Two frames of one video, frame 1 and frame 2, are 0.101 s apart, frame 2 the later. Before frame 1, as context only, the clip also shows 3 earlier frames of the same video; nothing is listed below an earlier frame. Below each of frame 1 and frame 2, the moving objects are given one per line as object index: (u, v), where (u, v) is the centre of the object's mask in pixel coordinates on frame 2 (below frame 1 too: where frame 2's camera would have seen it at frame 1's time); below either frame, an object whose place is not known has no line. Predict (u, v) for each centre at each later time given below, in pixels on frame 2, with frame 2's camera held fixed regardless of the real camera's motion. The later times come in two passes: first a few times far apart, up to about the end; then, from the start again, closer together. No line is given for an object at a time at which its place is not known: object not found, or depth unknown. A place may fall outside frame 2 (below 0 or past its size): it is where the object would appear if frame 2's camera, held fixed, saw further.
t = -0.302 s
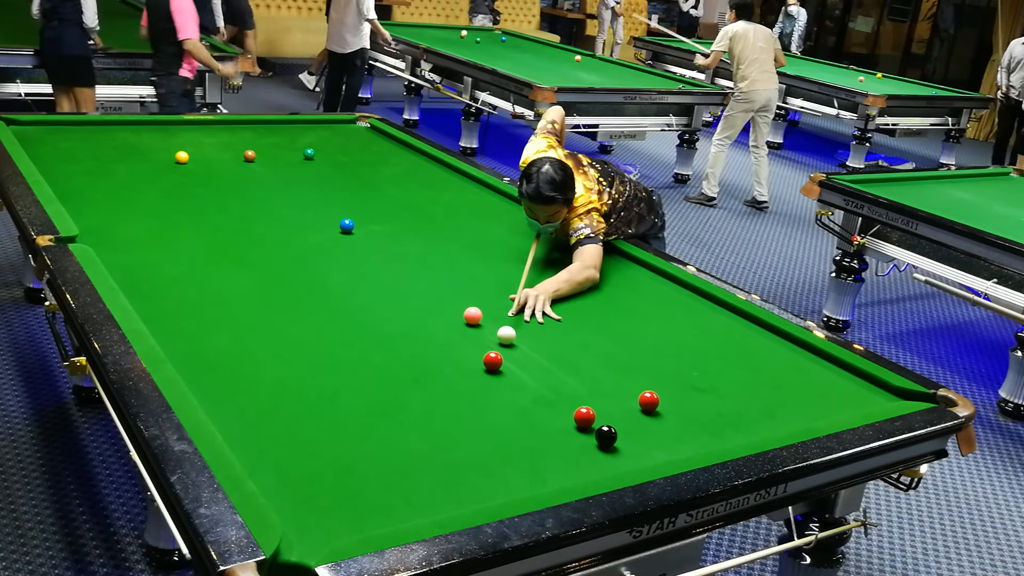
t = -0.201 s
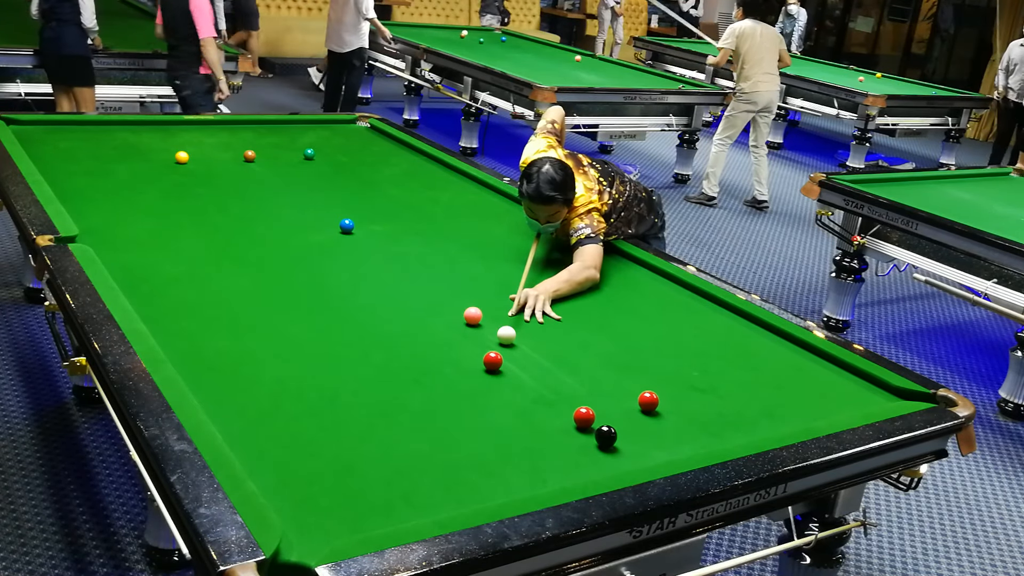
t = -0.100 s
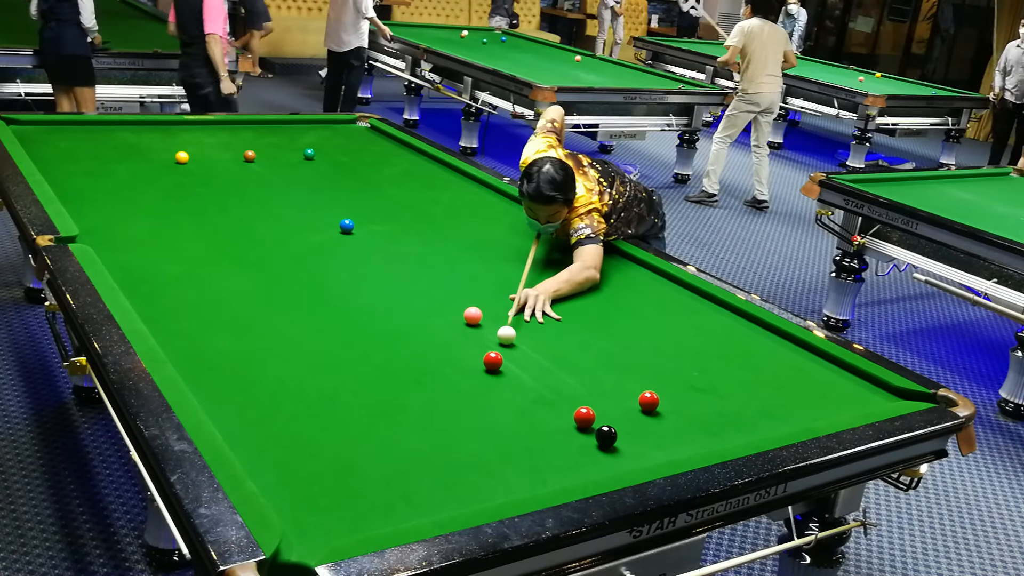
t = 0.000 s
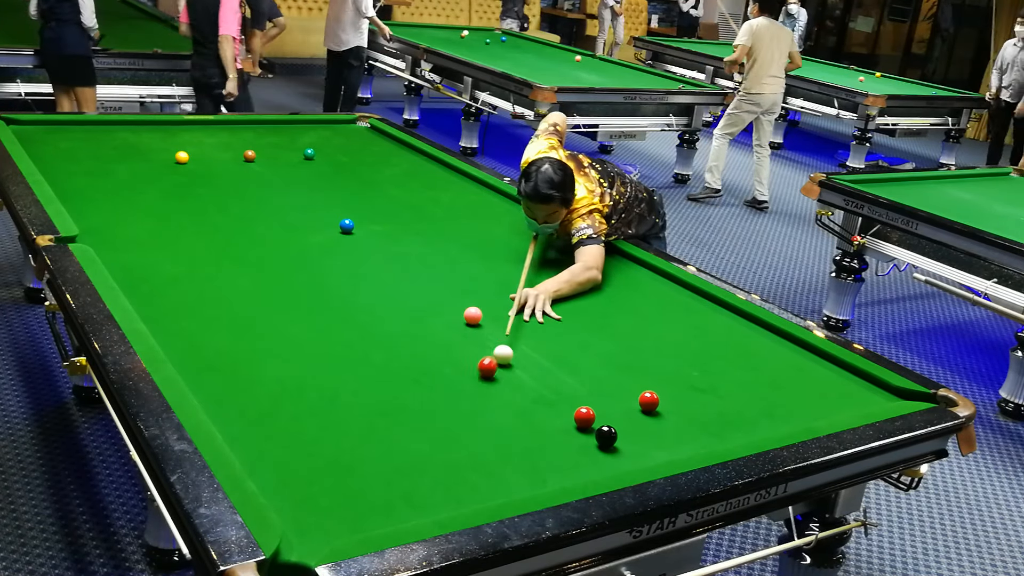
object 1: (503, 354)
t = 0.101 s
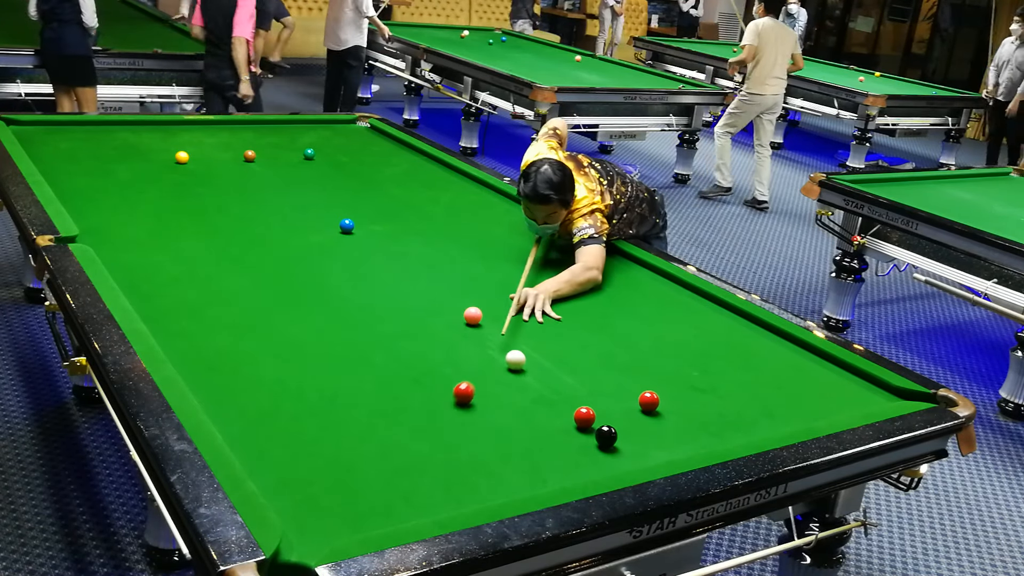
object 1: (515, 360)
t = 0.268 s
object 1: (530, 375)
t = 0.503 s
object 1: (551, 400)
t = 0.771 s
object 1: (563, 426)
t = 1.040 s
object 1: (565, 452)
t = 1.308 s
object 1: (566, 475)
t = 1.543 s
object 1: (543, 472)
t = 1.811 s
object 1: (516, 463)
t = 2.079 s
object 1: (492, 455)
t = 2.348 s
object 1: (473, 449)
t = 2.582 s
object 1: (459, 444)
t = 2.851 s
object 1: (447, 440)
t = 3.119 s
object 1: (438, 438)
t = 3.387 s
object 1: (433, 437)
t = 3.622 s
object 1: (431, 437)
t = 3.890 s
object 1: (431, 437)
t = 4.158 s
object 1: (431, 437)
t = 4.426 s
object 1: (431, 437)
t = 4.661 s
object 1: (431, 436)
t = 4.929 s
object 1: (431, 437)
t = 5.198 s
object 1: (431, 436)
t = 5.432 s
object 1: (431, 437)
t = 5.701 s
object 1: (431, 437)
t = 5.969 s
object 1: (431, 437)
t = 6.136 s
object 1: (430, 436)
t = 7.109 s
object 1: (433, 432)
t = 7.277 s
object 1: (431, 437)
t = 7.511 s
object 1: (431, 436)
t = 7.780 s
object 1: (431, 437)
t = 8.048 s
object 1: (431, 437)
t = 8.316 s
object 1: (431, 437)
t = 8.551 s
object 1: (431, 437)
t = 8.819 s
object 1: (431, 437)
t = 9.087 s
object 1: (431, 437)
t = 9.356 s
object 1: (431, 437)
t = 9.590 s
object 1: (431, 437)
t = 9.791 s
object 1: (431, 437)
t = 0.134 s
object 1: (519, 362)
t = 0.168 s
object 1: (522, 365)
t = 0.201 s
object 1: (524, 369)
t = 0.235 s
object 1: (527, 372)
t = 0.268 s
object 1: (530, 375)
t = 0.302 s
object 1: (533, 379)
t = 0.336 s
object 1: (536, 382)
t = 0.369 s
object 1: (539, 386)
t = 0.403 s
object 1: (542, 389)
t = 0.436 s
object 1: (545, 393)
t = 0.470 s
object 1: (548, 396)
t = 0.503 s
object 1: (551, 400)
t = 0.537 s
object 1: (554, 403)
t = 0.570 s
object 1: (557, 407)
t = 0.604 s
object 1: (561, 411)
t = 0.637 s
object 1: (563, 414)
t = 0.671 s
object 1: (563, 417)
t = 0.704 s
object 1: (563, 420)
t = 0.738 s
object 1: (563, 423)
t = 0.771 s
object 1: (563, 426)
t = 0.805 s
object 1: (563, 430)
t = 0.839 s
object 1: (563, 433)
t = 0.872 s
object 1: (564, 436)
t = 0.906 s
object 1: (564, 439)
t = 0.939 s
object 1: (564, 442)
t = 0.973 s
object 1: (564, 446)
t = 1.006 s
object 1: (564, 449)
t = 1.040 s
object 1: (565, 452)
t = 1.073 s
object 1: (565, 455)
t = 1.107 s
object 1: (565, 459)
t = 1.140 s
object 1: (565, 462)
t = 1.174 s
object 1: (565, 465)
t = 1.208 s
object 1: (565, 468)
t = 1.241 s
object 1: (565, 471)
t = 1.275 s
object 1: (566, 473)
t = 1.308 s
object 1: (566, 475)
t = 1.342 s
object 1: (565, 477)
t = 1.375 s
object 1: (561, 476)
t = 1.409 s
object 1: (557, 476)
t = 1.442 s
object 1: (553, 475)
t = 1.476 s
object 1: (550, 475)
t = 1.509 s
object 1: (546, 474)
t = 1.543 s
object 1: (543, 472)
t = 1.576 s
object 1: (539, 471)
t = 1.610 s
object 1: (535, 470)
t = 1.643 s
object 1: (532, 469)
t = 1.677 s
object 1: (529, 468)
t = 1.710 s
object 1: (525, 466)
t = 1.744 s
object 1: (522, 465)
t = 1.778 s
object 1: (519, 464)
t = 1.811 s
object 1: (516, 463)
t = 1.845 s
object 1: (512, 462)
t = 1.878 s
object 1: (510, 461)
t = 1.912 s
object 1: (506, 460)
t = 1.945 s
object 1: (504, 459)
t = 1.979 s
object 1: (501, 458)
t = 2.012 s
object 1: (498, 457)
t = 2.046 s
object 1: (495, 456)
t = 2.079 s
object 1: (492, 455)
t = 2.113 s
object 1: (490, 454)
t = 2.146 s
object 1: (487, 453)
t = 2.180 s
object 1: (485, 453)
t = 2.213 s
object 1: (482, 452)
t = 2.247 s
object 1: (480, 451)
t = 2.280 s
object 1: (478, 450)
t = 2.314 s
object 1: (475, 450)
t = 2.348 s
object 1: (473, 449)
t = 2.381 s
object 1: (471, 448)
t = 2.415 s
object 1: (469, 447)
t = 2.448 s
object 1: (467, 447)
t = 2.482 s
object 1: (465, 446)
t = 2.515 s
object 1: (463, 446)
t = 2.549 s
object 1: (461, 445)
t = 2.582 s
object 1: (459, 444)
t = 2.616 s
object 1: (458, 444)
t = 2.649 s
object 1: (456, 443)
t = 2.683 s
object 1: (454, 443)
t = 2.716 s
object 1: (453, 442)
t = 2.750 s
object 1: (451, 442)
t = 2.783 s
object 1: (450, 441)
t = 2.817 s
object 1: (448, 441)
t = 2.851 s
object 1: (447, 440)
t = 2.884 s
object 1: (446, 440)
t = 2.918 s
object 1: (445, 440)
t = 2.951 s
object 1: (443, 439)
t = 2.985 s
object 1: (442, 439)
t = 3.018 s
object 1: (441, 439)
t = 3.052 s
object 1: (440, 438)
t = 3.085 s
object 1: (439, 438)
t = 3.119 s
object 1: (438, 438)
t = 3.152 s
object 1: (438, 438)
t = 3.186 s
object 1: (437, 438)
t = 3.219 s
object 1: (436, 437)
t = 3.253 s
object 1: (435, 437)
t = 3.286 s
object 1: (435, 437)
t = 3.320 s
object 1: (434, 437)
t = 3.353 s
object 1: (434, 437)
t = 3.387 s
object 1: (433, 437)
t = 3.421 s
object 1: (433, 437)
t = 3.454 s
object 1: (432, 437)
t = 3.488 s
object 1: (432, 437)
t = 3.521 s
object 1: (432, 437)
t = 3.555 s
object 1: (432, 437)
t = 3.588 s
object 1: (432, 437)
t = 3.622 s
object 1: (431, 437)
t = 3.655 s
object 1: (431, 437)
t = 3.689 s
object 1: (431, 437)
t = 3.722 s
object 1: (431, 437)
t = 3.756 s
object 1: (431, 437)
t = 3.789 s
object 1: (431, 437)
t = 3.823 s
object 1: (431, 437)
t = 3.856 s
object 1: (431, 437)
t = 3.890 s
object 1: (431, 437)
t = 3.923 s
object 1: (431, 437)
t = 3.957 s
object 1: (431, 437)
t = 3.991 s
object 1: (431, 437)
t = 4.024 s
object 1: (431, 437)
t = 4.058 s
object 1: (431, 437)
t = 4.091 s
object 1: (431, 437)
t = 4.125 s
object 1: (431, 437)
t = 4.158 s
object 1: (431, 437)
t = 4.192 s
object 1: (431, 437)
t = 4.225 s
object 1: (431, 437)
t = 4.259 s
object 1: (431, 437)
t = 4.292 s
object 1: (431, 436)
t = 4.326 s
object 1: (431, 436)
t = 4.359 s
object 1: (431, 437)
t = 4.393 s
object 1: (431, 436)
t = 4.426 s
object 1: (431, 437)
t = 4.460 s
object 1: (431, 436)
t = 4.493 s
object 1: (431, 436)
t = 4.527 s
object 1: (431, 437)
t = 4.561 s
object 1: (431, 437)
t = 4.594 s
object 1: (431, 436)
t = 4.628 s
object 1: (431, 436)
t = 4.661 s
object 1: (431, 436)
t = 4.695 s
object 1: (431, 437)
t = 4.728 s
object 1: (431, 437)
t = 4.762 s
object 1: (431, 437)
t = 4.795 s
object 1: (431, 437)
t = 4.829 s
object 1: (431, 437)
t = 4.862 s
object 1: (431, 437)
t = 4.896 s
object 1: (431, 437)
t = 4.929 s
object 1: (431, 437)
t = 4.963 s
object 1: (431, 436)
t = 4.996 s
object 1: (431, 437)
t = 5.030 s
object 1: (431, 437)
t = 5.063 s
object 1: (431, 437)
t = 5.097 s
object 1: (431, 437)
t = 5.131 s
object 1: (431, 437)
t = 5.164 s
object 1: (431, 437)
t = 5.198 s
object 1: (431, 436)
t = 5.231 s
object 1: (431, 437)
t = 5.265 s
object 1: (431, 437)
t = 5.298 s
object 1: (431, 437)
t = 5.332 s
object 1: (431, 437)
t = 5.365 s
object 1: (431, 436)
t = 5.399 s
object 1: (431, 437)
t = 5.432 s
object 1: (431, 437)
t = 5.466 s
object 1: (431, 437)
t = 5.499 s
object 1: (431, 437)
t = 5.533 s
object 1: (431, 437)
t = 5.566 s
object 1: (431, 437)
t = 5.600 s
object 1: (431, 437)
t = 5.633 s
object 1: (431, 437)
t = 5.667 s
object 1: (431, 437)
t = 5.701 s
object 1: (431, 437)
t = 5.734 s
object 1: (431, 437)
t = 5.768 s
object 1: (431, 437)
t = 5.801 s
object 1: (431, 437)
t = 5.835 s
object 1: (431, 437)
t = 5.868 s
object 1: (431, 437)
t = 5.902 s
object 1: (431, 437)
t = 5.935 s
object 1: (431, 437)
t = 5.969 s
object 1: (431, 437)
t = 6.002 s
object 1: (431, 437)
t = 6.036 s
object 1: (431, 437)
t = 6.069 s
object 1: (431, 437)
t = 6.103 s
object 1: (431, 437)
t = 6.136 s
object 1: (430, 436)
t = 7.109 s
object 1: (433, 432)
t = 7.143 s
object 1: (432, 436)
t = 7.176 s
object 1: (431, 437)
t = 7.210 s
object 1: (431, 437)
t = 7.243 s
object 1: (431, 437)
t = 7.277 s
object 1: (431, 437)
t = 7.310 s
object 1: (431, 437)
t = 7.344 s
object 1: (431, 437)
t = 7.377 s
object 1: (431, 437)
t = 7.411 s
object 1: (431, 437)
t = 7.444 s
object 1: (431, 436)
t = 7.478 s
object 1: (431, 436)
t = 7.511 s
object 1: (431, 436)
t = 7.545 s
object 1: (431, 437)
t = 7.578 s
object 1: (431, 436)
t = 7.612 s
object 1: (431, 436)
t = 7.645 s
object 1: (431, 437)
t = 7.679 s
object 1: (431, 437)
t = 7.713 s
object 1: (431, 436)
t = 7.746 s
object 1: (431, 437)
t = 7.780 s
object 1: (431, 437)
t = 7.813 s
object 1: (431, 437)
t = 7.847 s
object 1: (431, 437)
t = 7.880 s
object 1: (431, 436)
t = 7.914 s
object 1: (431, 437)
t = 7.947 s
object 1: (431, 436)
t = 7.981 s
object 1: (431, 437)
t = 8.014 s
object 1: (431, 436)
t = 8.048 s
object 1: (431, 437)
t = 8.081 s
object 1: (431, 436)
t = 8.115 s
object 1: (431, 437)
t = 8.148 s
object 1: (431, 437)
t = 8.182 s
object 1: (431, 436)
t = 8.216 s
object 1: (431, 437)
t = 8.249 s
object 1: (432, 437)
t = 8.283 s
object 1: (431, 436)
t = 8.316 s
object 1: (431, 437)
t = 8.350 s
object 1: (431, 437)
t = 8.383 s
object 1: (431, 437)
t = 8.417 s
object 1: (431, 437)
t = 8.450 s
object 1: (431, 437)
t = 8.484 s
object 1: (431, 437)
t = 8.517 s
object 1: (431, 437)
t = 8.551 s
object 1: (431, 437)
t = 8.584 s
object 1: (431, 437)
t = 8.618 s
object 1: (431, 437)
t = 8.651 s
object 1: (431, 437)
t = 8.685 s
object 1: (431, 437)
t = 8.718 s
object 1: (431, 437)
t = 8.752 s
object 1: (432, 437)
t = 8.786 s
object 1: (432, 437)
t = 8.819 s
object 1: (431, 437)
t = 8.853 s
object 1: (431, 437)
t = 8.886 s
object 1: (431, 437)
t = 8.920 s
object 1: (432, 437)
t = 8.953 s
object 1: (432, 437)
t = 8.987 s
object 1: (432, 437)
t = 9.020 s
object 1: (432, 437)
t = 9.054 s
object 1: (431, 437)
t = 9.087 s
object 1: (431, 437)
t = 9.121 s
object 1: (431, 437)
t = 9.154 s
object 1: (431, 437)
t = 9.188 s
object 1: (431, 437)
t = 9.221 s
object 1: (432, 437)
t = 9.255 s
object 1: (431, 437)
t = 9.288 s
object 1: (431, 437)
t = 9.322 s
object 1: (431, 437)
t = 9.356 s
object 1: (431, 437)
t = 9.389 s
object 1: (431, 437)
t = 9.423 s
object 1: (431, 437)
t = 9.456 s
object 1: (431, 437)
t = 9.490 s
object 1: (432, 437)
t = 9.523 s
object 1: (431, 437)
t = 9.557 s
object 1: (431, 437)
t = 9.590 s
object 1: (431, 437)
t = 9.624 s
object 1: (432, 437)
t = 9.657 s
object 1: (431, 437)
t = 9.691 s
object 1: (431, 437)
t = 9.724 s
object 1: (431, 437)
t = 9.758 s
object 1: (431, 437)
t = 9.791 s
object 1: (431, 437)
